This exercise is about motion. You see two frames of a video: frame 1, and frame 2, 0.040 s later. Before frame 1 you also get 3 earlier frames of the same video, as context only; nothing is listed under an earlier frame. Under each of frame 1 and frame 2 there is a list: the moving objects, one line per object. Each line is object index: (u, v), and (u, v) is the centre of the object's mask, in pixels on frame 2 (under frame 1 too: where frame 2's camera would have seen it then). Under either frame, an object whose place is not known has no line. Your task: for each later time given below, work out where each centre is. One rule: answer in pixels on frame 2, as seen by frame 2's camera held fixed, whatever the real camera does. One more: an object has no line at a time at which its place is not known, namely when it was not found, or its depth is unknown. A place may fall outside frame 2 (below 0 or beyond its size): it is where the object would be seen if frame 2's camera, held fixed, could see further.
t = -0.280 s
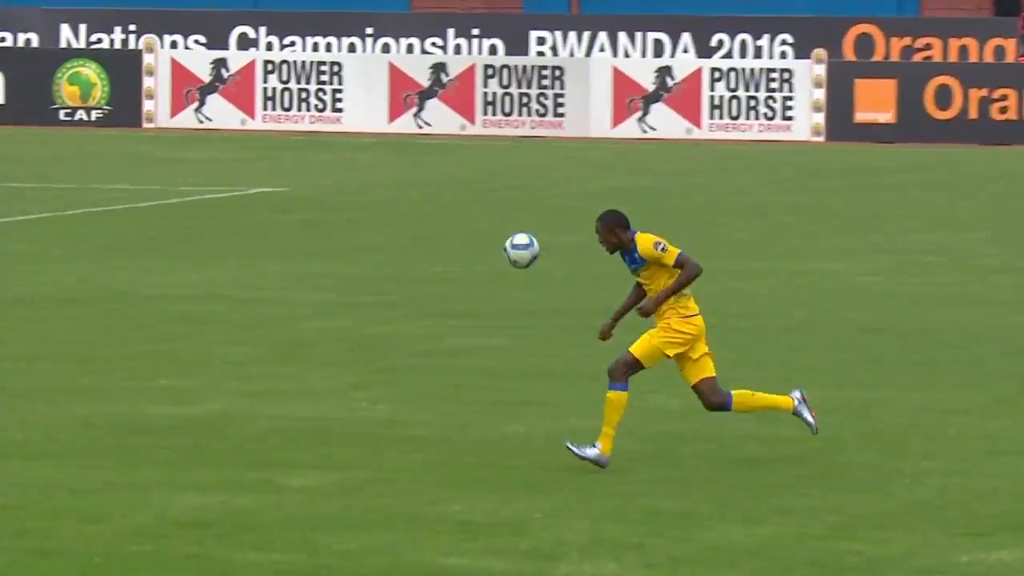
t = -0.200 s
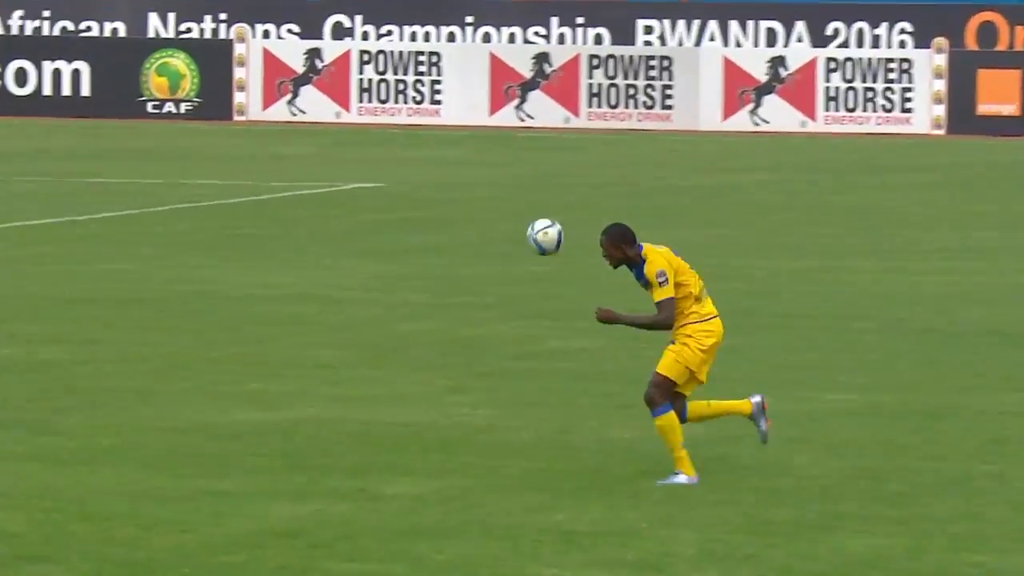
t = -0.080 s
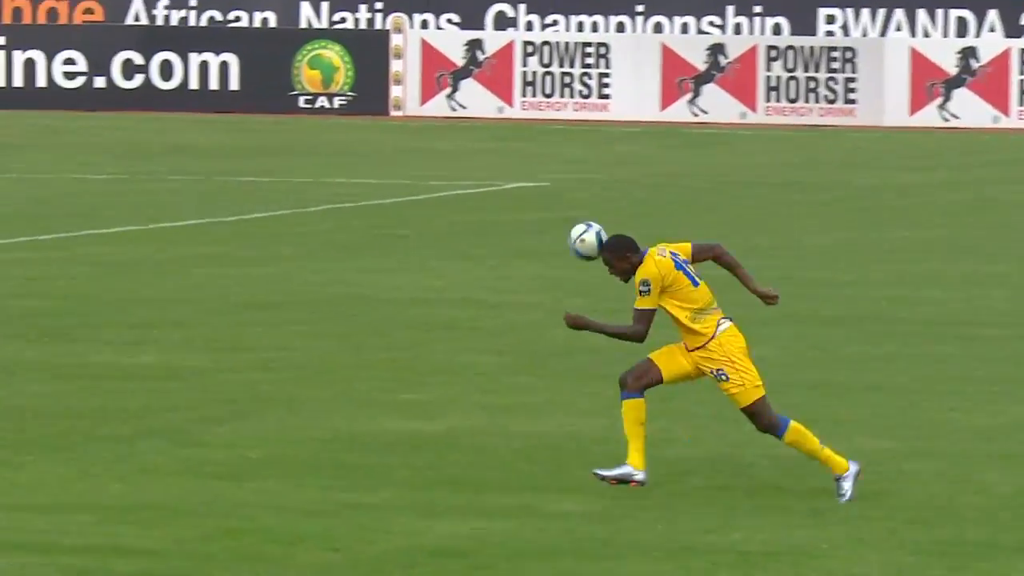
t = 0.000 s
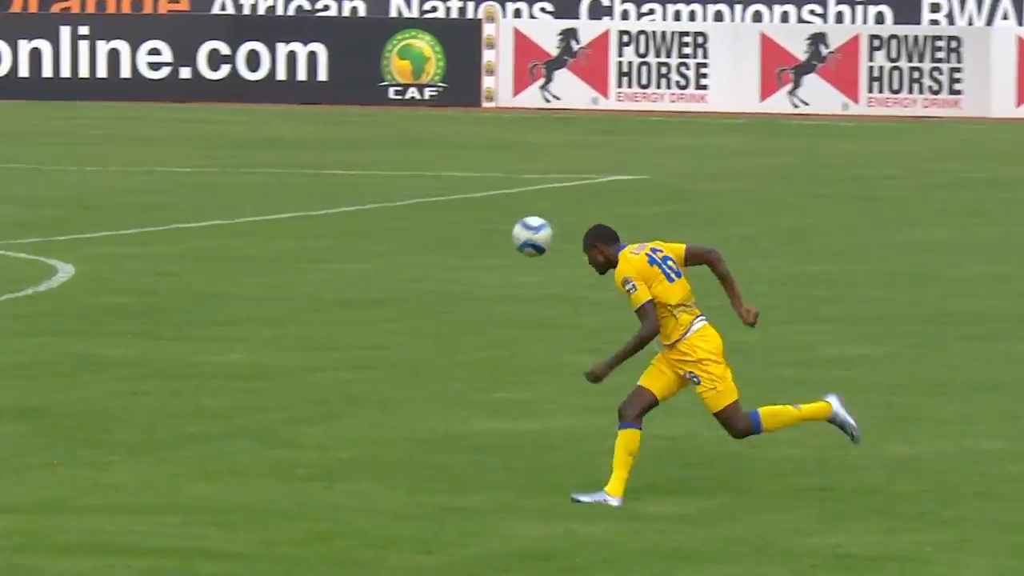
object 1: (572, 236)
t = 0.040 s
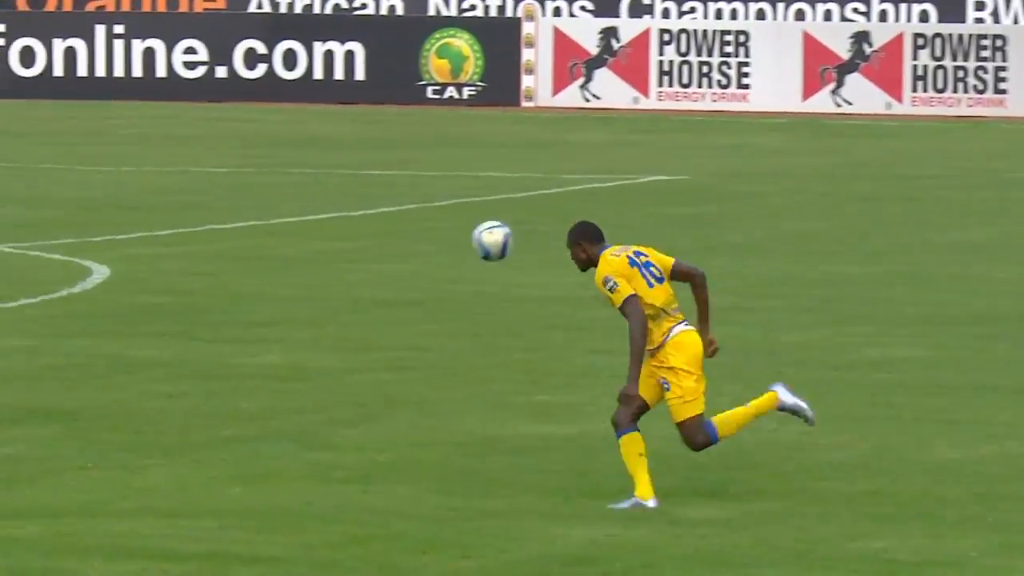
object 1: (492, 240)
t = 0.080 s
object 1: (413, 248)
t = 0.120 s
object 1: (334, 258)
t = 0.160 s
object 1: (255, 272)
